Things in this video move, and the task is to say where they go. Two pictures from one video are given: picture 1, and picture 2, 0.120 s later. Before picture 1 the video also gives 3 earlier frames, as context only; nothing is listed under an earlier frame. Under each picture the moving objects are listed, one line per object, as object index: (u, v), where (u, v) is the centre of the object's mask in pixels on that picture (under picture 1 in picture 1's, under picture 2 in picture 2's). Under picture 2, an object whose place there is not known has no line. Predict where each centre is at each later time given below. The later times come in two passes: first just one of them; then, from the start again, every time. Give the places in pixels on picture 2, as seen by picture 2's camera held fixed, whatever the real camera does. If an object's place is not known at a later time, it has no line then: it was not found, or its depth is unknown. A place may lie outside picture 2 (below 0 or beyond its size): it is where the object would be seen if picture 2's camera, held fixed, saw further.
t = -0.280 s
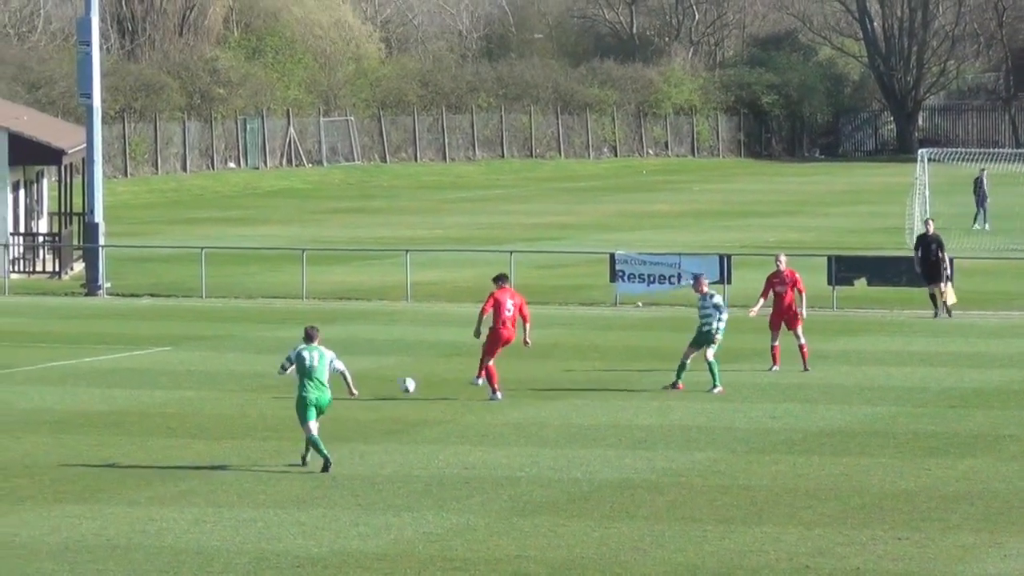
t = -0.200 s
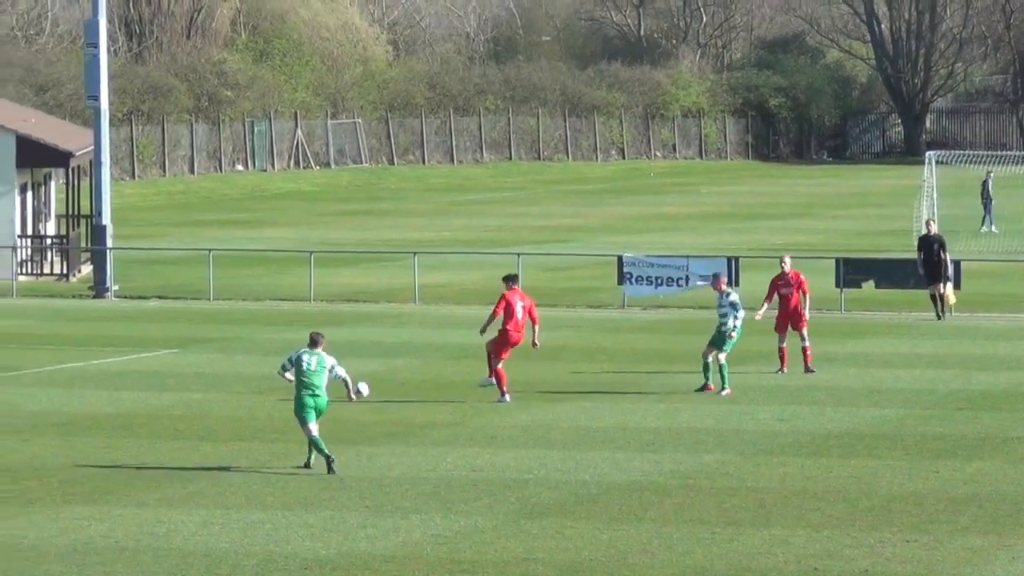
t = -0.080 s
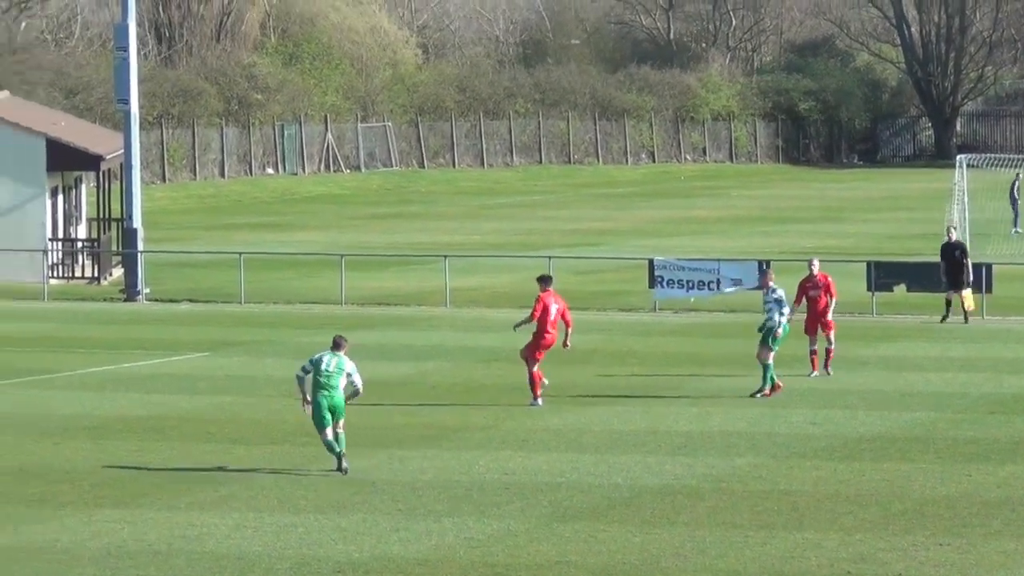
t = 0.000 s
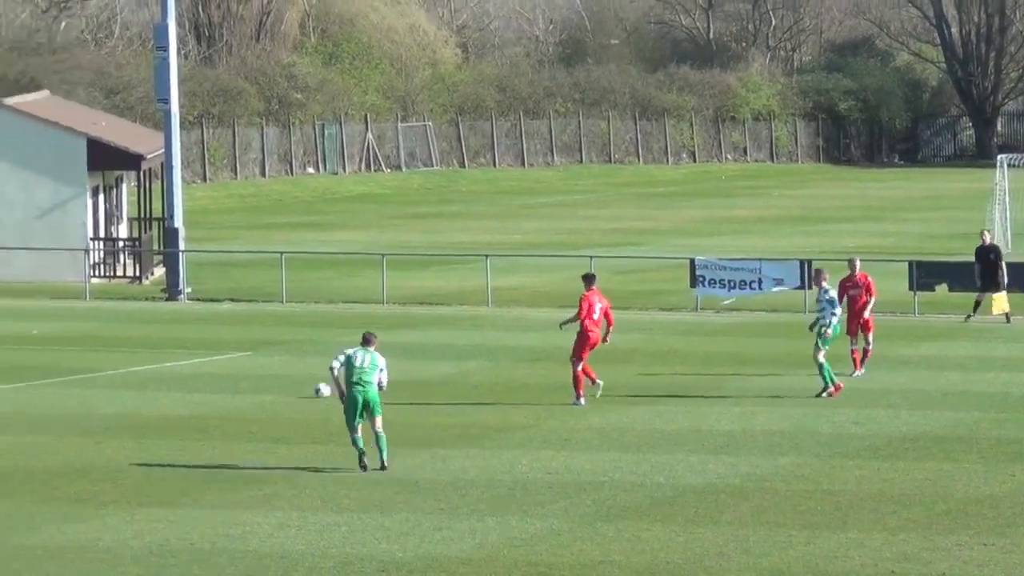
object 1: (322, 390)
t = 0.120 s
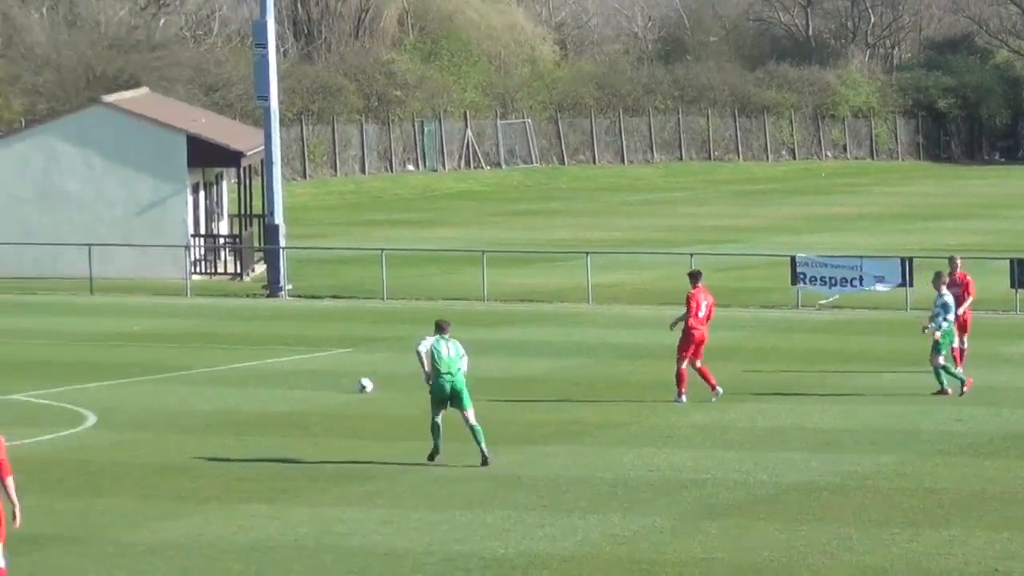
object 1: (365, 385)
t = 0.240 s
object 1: (310, 383)
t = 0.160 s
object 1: (346, 384)
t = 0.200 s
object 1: (329, 383)
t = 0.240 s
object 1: (310, 383)
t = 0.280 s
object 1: (293, 385)
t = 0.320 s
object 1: (275, 384)
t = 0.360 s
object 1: (261, 385)
